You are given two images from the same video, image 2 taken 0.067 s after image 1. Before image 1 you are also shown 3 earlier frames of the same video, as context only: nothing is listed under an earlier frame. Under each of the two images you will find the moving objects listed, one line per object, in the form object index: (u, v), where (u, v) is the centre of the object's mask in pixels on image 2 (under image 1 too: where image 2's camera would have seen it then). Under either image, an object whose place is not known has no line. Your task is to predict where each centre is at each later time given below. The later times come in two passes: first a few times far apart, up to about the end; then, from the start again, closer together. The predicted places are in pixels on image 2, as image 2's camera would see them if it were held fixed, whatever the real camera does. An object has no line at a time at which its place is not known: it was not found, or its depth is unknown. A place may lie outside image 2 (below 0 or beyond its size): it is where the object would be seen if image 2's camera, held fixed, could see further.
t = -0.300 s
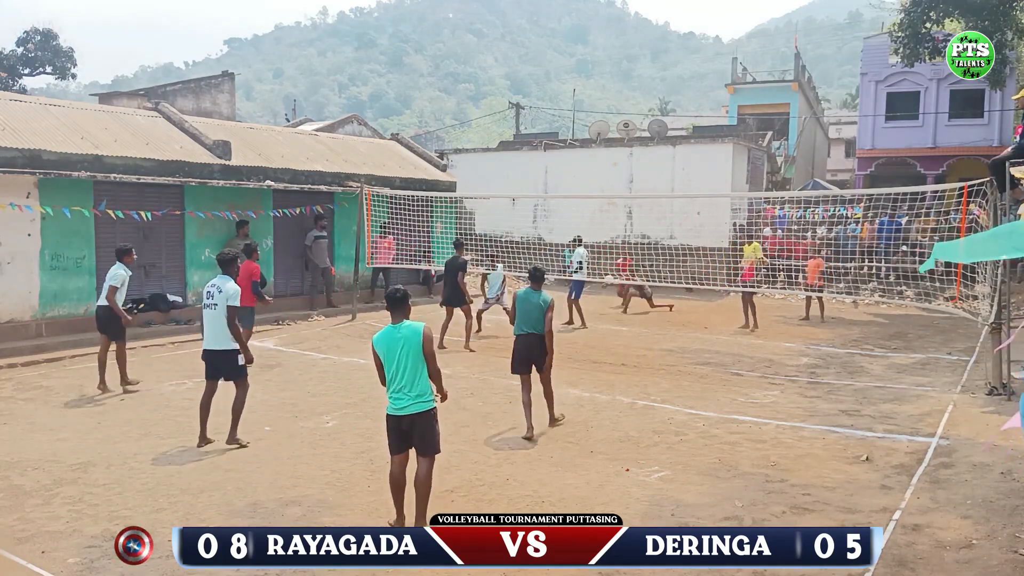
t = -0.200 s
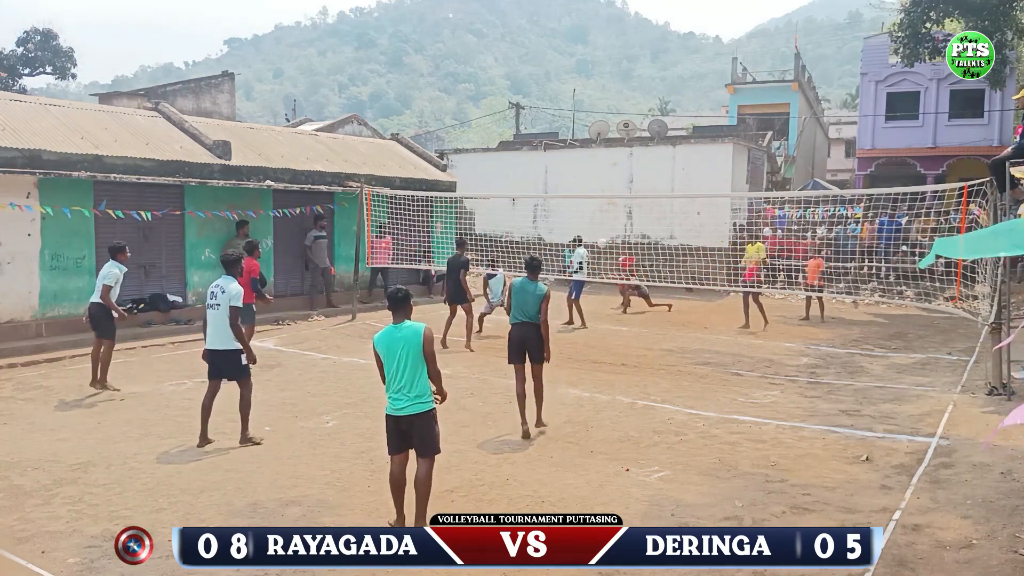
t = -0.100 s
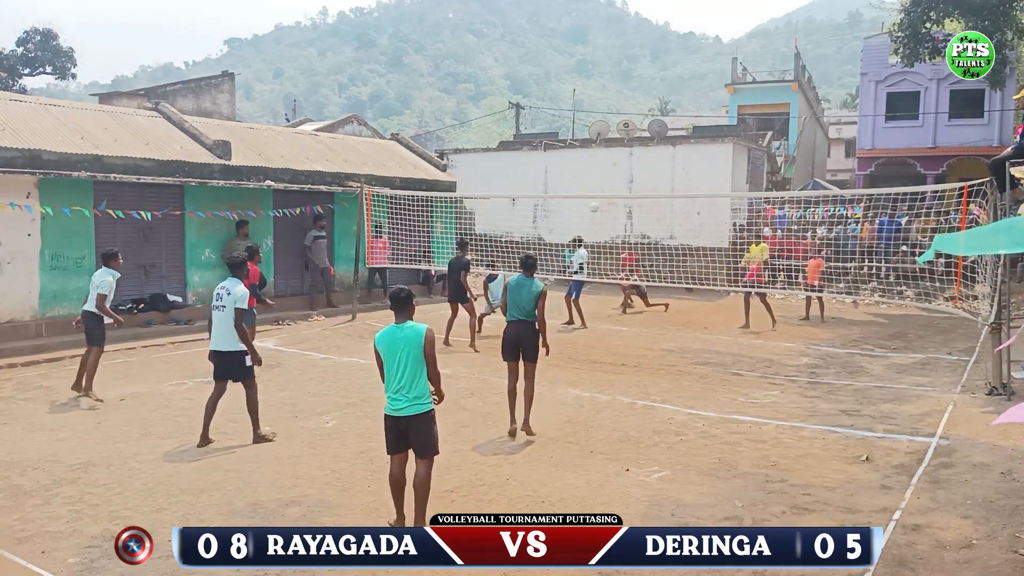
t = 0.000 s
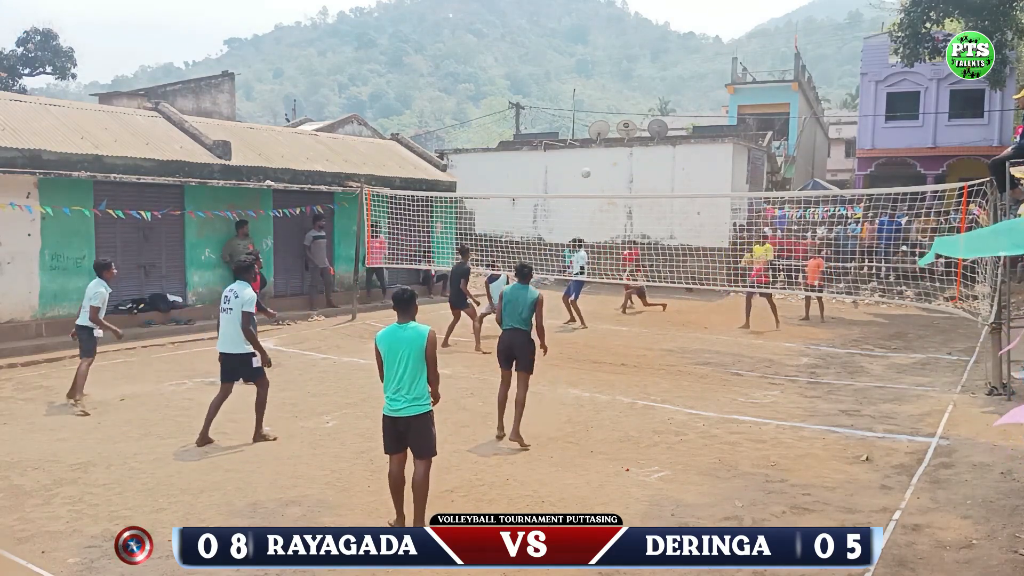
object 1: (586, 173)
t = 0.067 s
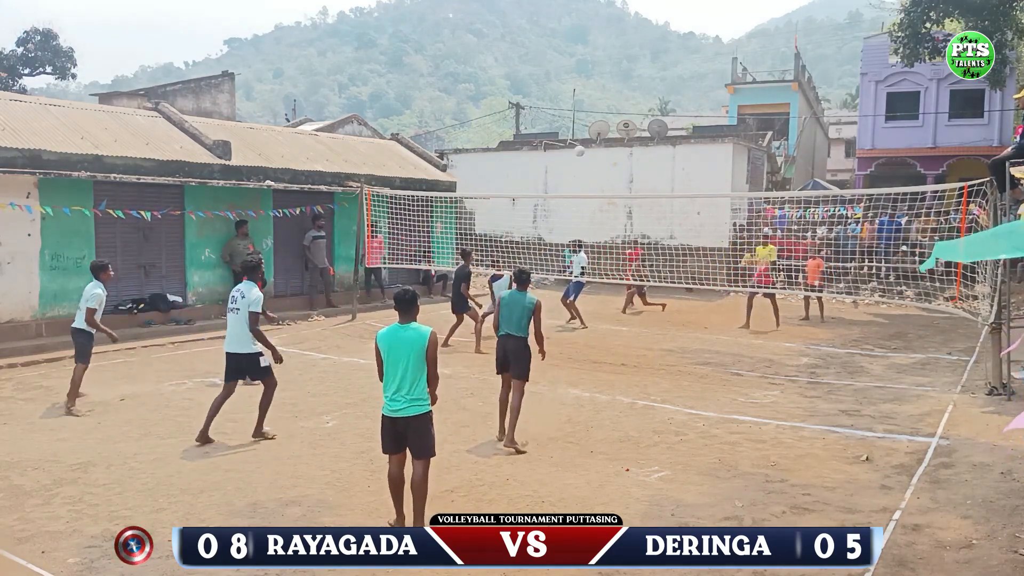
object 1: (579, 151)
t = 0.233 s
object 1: (562, 101)
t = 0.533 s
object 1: (524, 39)
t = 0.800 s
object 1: (478, 26)
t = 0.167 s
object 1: (569, 119)
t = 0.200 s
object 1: (566, 110)
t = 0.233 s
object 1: (562, 101)
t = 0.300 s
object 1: (555, 84)
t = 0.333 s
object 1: (551, 76)
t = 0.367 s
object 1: (547, 68)
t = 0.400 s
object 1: (543, 62)
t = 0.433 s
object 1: (538, 55)
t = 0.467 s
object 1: (533, 49)
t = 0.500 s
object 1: (529, 43)
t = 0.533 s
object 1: (524, 39)
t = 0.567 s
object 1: (519, 35)
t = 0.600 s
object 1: (514, 31)
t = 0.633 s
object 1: (508, 28)
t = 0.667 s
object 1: (503, 26)
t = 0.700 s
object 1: (497, 24)
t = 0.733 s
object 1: (491, 25)
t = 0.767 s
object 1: (485, 25)
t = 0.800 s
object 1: (478, 26)
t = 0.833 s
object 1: (471, 27)
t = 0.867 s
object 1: (464, 31)
